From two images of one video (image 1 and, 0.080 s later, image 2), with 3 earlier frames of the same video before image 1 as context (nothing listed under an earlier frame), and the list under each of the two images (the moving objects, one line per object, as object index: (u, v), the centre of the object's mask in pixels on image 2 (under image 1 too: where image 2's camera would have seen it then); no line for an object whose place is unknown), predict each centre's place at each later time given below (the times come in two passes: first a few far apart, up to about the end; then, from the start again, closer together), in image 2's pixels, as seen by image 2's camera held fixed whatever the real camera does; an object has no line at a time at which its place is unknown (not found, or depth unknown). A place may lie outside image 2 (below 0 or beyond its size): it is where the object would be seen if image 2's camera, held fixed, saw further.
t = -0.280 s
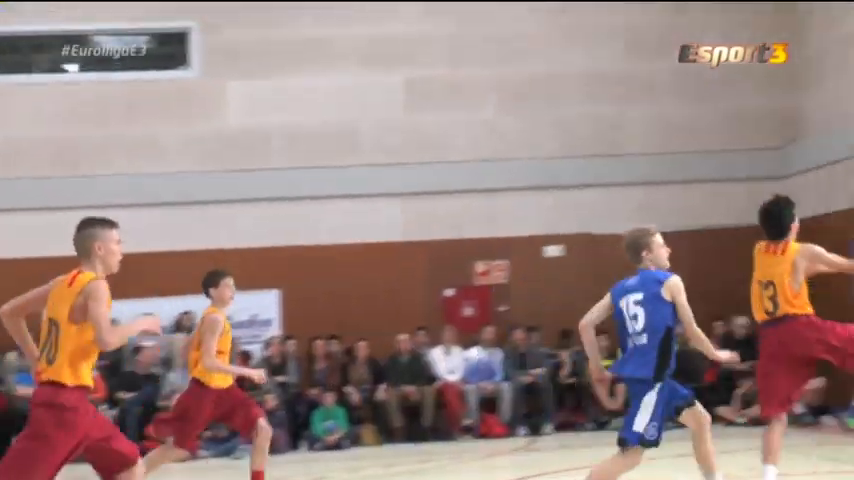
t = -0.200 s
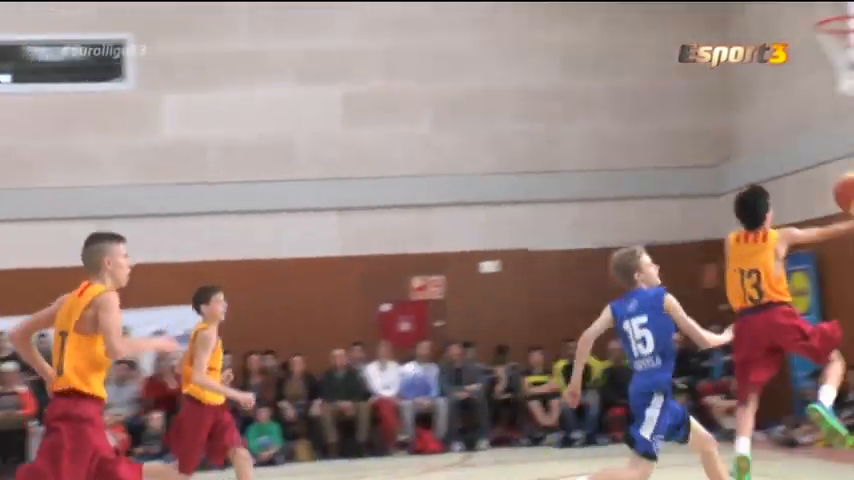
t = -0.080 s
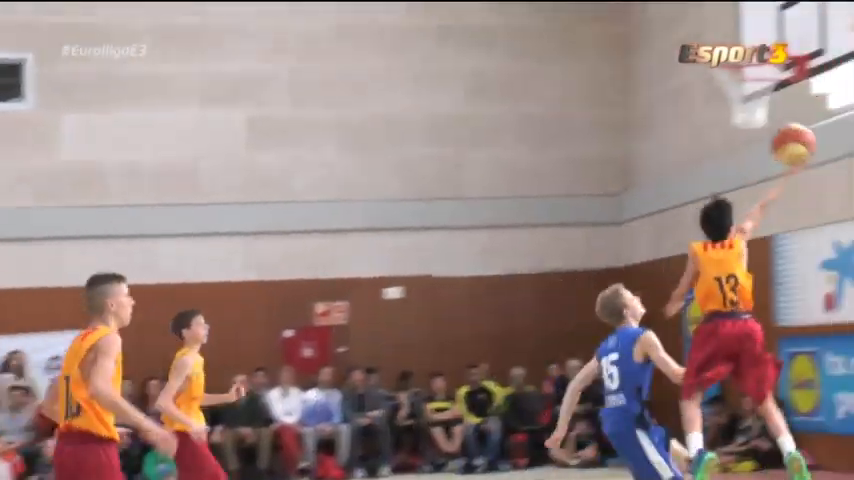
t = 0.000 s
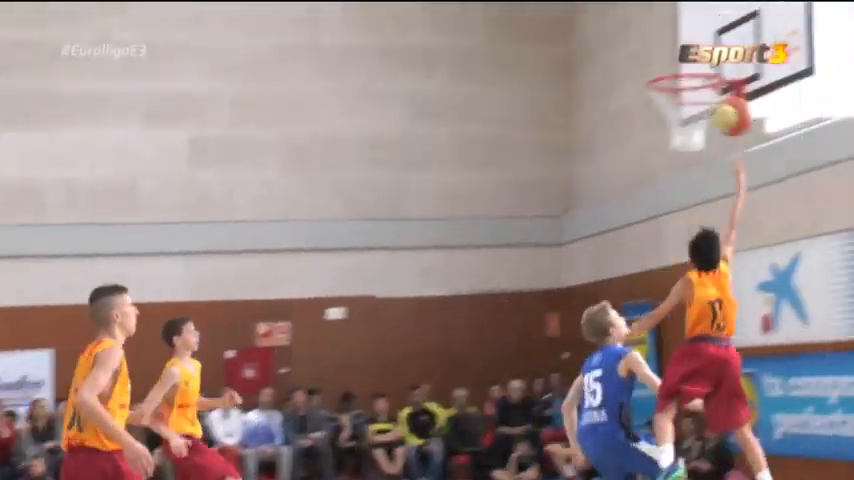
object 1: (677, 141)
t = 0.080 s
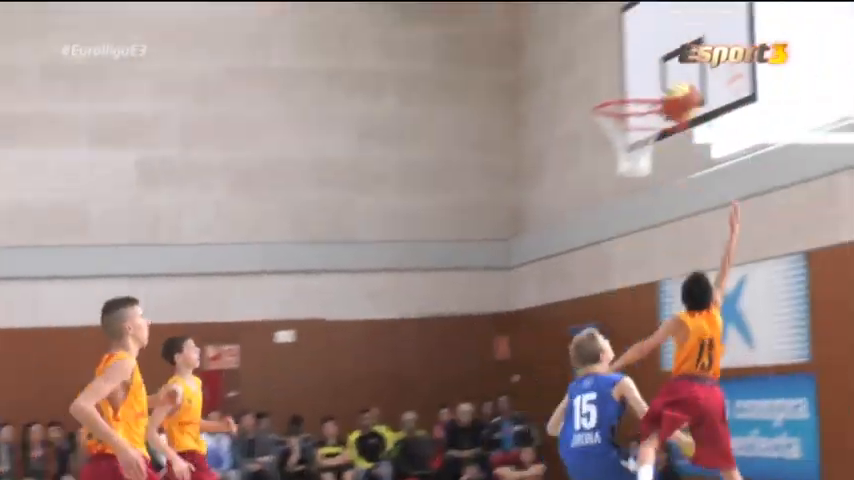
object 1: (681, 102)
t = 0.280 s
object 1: (688, 50)
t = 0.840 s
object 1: (617, 156)
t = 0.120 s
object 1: (682, 87)
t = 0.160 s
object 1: (682, 74)
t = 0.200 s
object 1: (684, 62)
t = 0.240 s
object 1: (686, 54)
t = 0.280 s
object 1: (688, 50)
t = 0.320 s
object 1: (690, 47)
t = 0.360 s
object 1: (691, 46)
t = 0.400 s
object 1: (683, 43)
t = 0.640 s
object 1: (640, 77)
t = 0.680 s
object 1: (634, 92)
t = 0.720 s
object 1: (628, 108)
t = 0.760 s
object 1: (621, 128)
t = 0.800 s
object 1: (617, 143)
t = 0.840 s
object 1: (617, 156)
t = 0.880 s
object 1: (617, 165)
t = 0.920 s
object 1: (618, 180)
